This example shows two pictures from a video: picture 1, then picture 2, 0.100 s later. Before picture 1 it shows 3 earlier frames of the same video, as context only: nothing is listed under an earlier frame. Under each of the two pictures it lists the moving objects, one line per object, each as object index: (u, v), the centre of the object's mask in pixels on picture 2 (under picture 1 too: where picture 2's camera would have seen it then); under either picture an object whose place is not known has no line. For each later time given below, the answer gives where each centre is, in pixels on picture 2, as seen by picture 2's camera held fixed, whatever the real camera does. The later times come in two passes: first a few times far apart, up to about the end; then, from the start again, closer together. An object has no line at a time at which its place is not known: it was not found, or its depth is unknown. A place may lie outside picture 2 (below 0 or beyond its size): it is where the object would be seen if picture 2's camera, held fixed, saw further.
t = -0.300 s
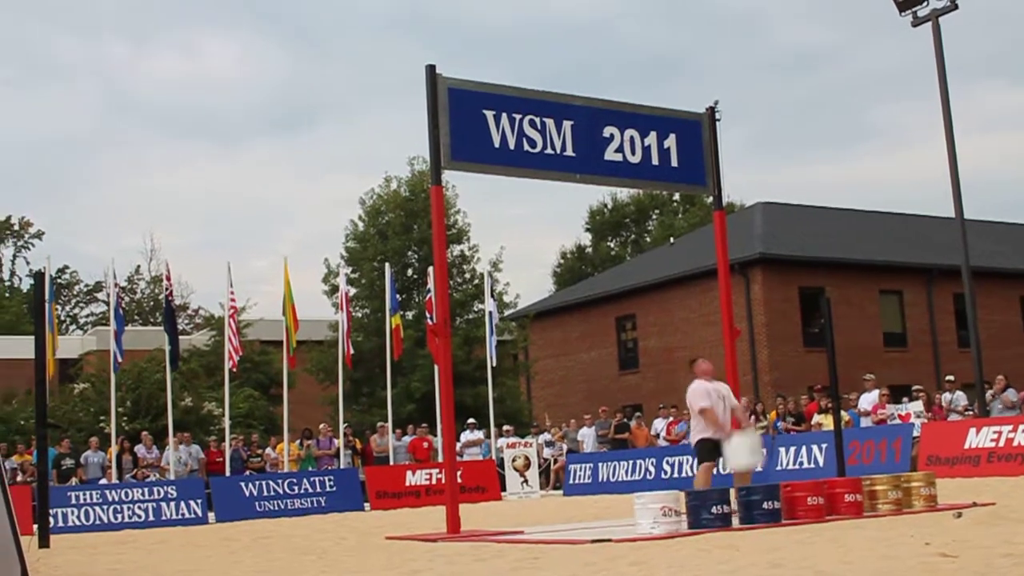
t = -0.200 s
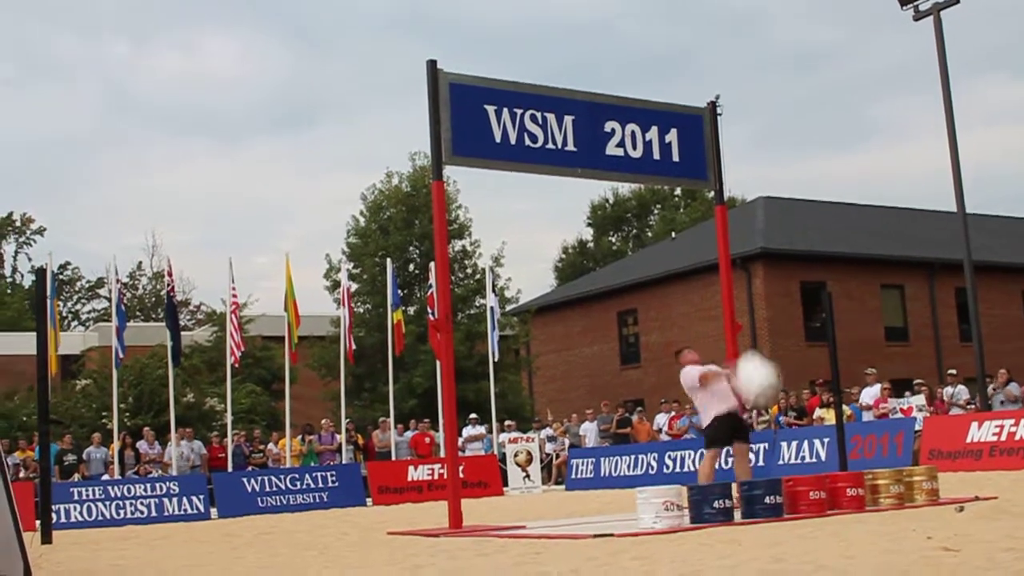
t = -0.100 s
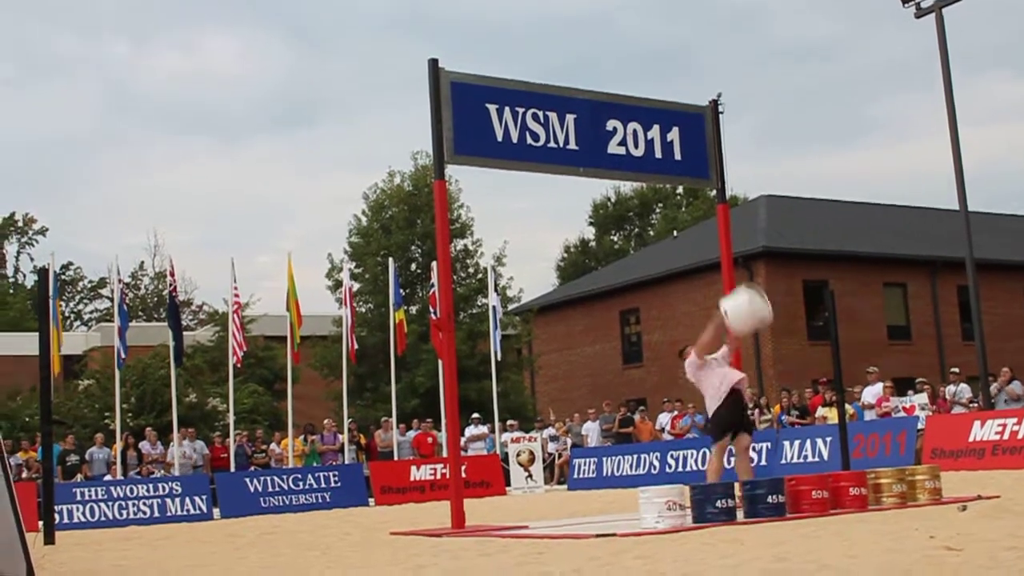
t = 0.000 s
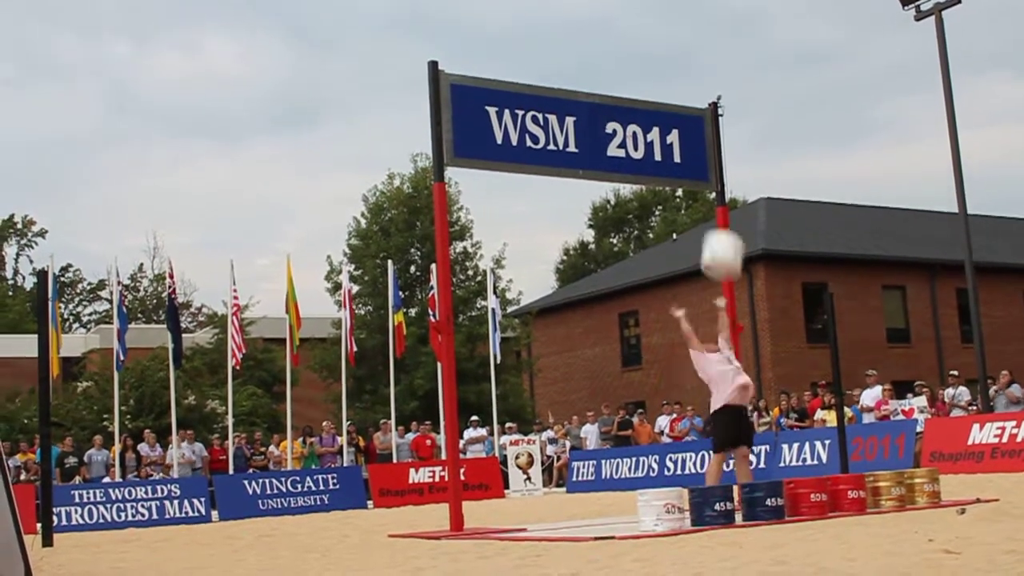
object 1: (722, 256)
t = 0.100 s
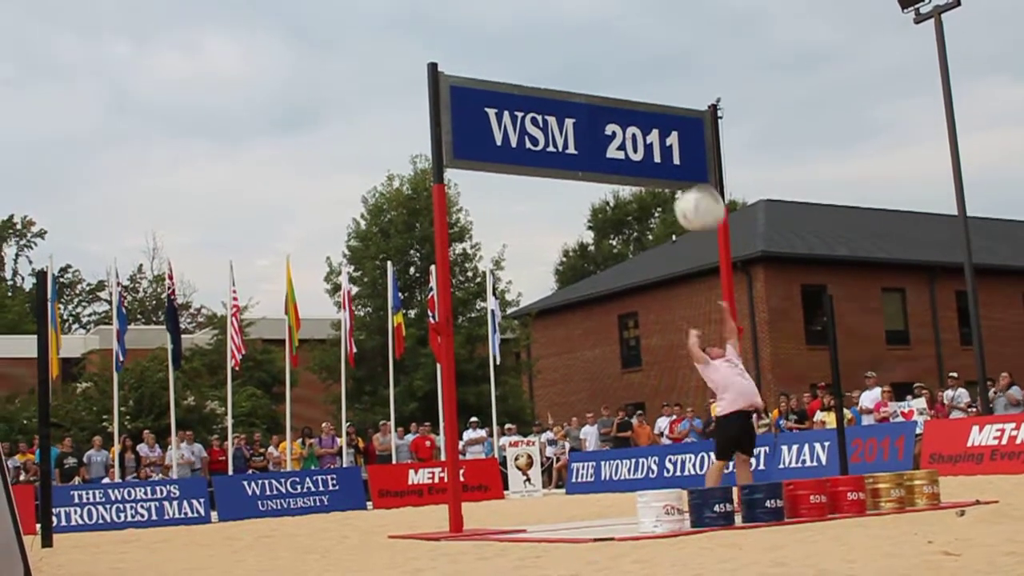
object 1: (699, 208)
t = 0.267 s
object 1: (660, 156)
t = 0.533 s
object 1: (648, 112)
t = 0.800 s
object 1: (653, 124)
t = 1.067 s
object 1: (667, 196)
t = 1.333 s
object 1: (688, 330)
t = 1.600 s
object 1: (694, 484)
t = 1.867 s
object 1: (657, 482)
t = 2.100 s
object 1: (630, 493)
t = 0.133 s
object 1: (691, 195)
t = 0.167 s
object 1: (684, 183)
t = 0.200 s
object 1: (676, 172)
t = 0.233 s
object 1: (667, 163)
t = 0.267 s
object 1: (660, 156)
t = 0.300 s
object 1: (653, 150)
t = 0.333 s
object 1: (647, 144)
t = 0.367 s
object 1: (644, 138)
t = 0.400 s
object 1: (645, 131)
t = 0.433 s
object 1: (646, 126)
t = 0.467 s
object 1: (646, 121)
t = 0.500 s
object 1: (647, 116)
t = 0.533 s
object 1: (648, 112)
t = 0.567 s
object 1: (648, 110)
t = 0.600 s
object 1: (649, 108)
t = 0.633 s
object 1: (650, 108)
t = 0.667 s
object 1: (650, 109)
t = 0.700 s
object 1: (651, 111)
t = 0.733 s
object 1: (651, 114)
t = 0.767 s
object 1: (652, 118)
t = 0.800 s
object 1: (653, 124)
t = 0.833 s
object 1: (655, 129)
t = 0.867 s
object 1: (656, 135)
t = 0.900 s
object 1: (658, 143)
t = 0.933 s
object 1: (659, 152)
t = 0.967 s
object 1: (662, 160)
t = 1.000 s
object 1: (664, 172)
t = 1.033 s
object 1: (666, 183)
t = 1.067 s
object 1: (667, 196)
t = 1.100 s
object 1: (671, 209)
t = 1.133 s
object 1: (673, 224)
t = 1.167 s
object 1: (675, 239)
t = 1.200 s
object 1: (677, 255)
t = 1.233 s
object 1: (680, 272)
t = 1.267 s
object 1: (683, 291)
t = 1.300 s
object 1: (686, 310)
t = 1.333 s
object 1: (688, 330)
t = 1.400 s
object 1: (691, 374)
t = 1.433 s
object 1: (692, 396)
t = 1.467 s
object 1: (697, 422)
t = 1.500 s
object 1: (700, 450)
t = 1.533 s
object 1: (701, 471)
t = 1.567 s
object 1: (695, 488)
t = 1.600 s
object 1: (694, 484)
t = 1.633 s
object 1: (691, 482)
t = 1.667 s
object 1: (688, 482)
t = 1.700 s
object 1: (682, 480)
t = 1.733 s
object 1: (677, 481)
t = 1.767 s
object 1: (673, 482)
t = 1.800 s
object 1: (667, 482)
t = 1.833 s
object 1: (661, 481)
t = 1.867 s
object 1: (657, 482)
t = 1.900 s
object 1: (653, 483)
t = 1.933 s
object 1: (649, 485)
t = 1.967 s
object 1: (643, 489)
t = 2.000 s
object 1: (640, 488)
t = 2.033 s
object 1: (637, 489)
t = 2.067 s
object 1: (634, 491)
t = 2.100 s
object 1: (630, 493)
